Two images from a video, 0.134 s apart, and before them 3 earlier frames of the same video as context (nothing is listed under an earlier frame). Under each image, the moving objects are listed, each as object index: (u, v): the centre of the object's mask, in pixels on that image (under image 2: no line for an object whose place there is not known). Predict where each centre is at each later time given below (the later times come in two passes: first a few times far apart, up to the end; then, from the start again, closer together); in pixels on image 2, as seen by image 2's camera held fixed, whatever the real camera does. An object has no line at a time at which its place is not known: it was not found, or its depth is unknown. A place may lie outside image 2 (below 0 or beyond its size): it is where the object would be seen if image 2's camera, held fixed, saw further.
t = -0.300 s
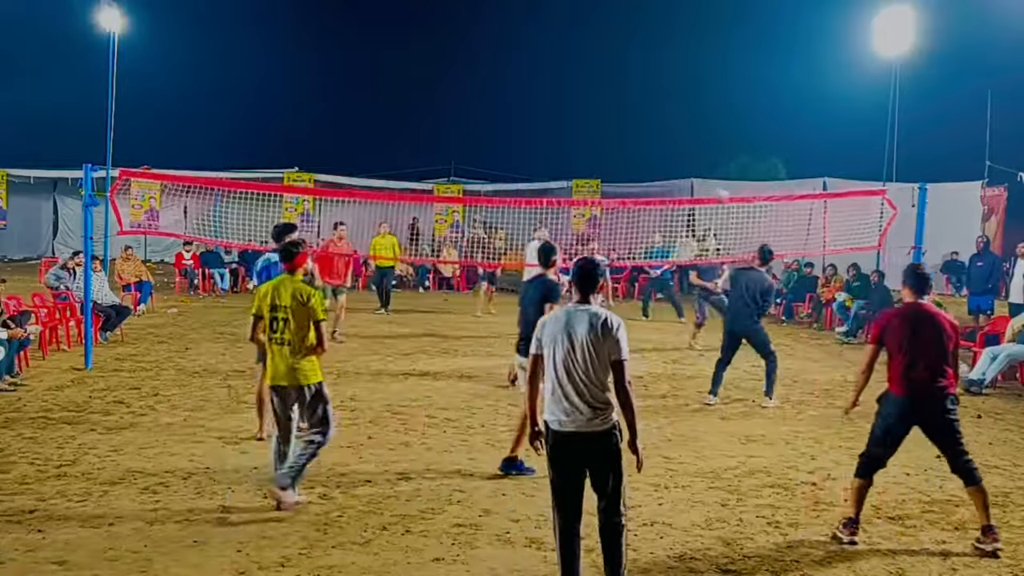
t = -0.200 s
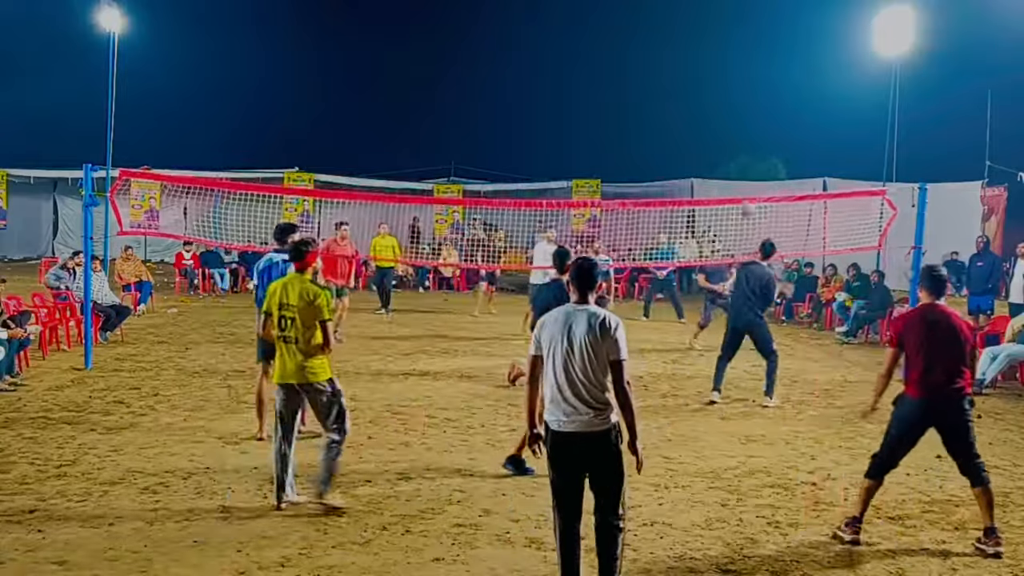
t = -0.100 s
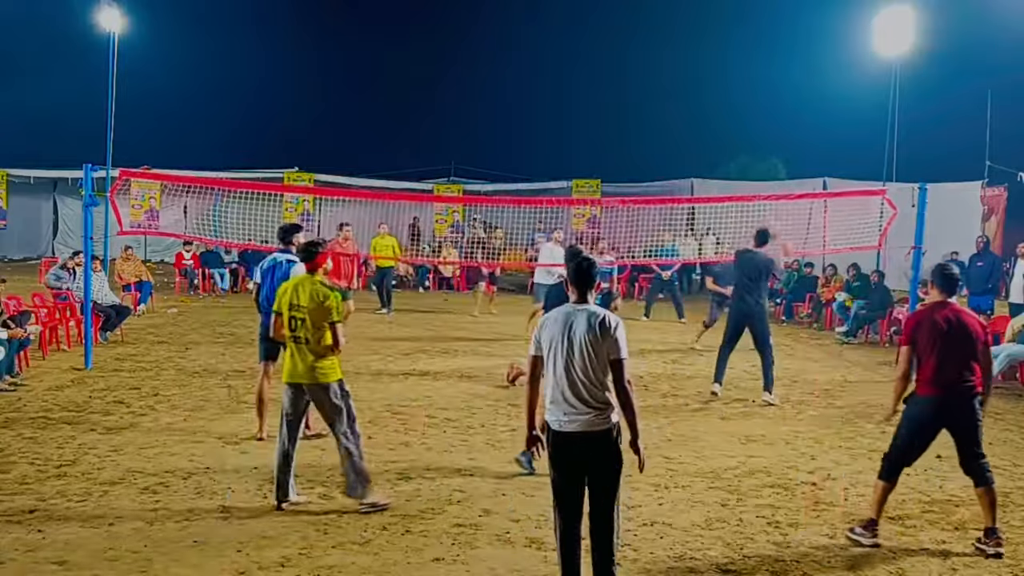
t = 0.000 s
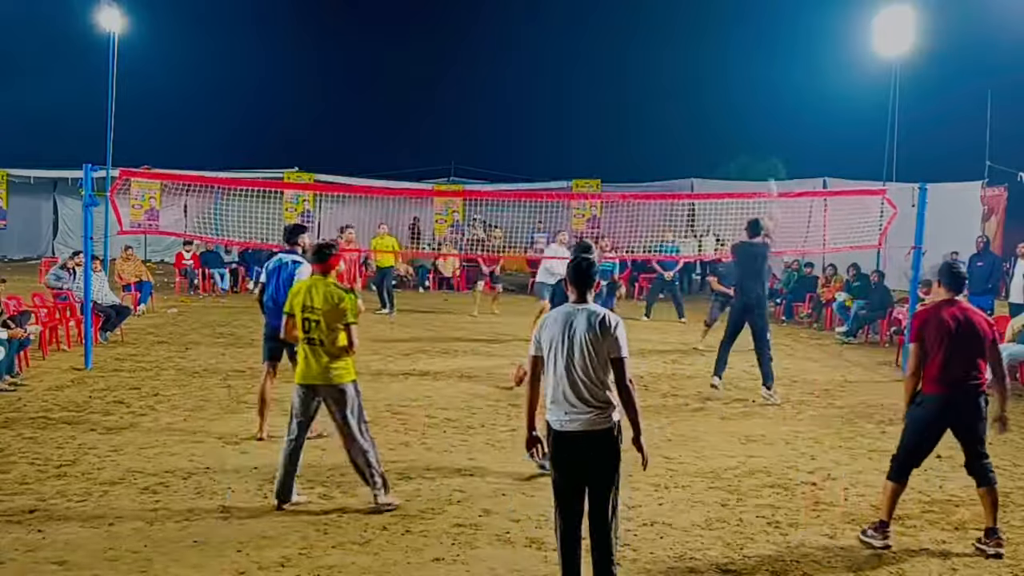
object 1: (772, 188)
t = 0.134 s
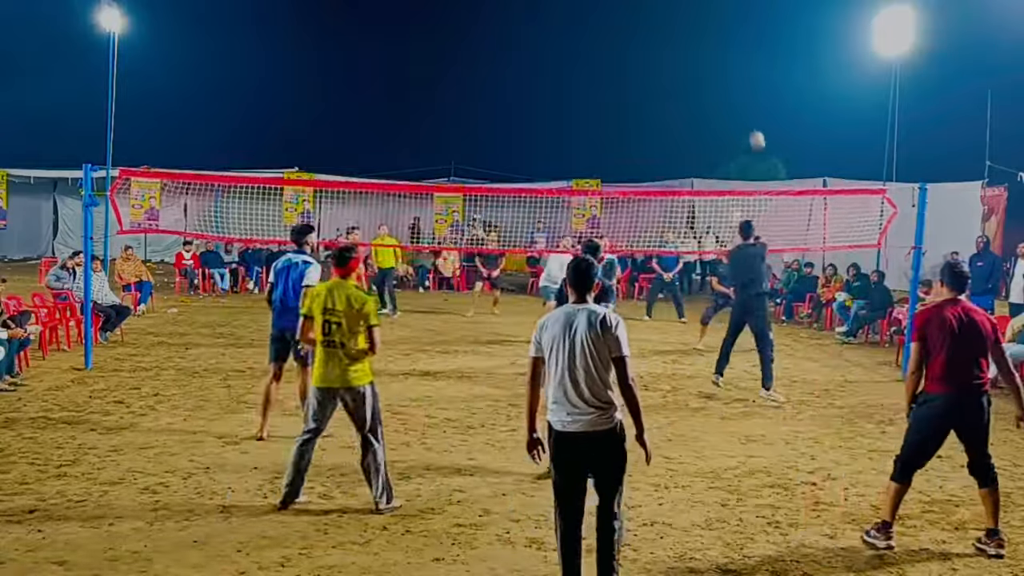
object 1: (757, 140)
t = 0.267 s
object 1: (745, 110)
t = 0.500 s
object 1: (727, 96)
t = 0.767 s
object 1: (709, 128)
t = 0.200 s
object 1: (751, 122)
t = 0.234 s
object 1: (748, 116)
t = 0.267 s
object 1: (745, 110)
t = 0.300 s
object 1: (743, 106)
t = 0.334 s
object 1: (740, 101)
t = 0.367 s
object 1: (737, 98)
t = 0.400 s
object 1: (735, 97)
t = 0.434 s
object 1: (732, 95)
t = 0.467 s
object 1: (730, 95)
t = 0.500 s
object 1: (727, 96)
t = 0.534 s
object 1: (725, 98)
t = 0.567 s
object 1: (723, 100)
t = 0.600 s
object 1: (721, 103)
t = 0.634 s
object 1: (718, 106)
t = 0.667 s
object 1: (716, 111)
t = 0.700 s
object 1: (714, 116)
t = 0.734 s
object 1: (711, 122)
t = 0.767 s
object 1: (709, 128)
